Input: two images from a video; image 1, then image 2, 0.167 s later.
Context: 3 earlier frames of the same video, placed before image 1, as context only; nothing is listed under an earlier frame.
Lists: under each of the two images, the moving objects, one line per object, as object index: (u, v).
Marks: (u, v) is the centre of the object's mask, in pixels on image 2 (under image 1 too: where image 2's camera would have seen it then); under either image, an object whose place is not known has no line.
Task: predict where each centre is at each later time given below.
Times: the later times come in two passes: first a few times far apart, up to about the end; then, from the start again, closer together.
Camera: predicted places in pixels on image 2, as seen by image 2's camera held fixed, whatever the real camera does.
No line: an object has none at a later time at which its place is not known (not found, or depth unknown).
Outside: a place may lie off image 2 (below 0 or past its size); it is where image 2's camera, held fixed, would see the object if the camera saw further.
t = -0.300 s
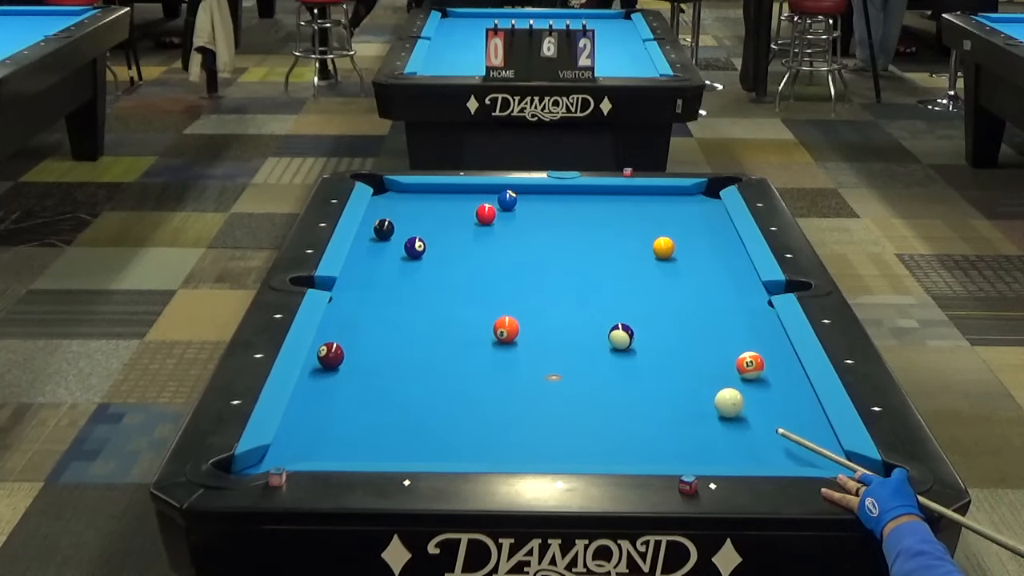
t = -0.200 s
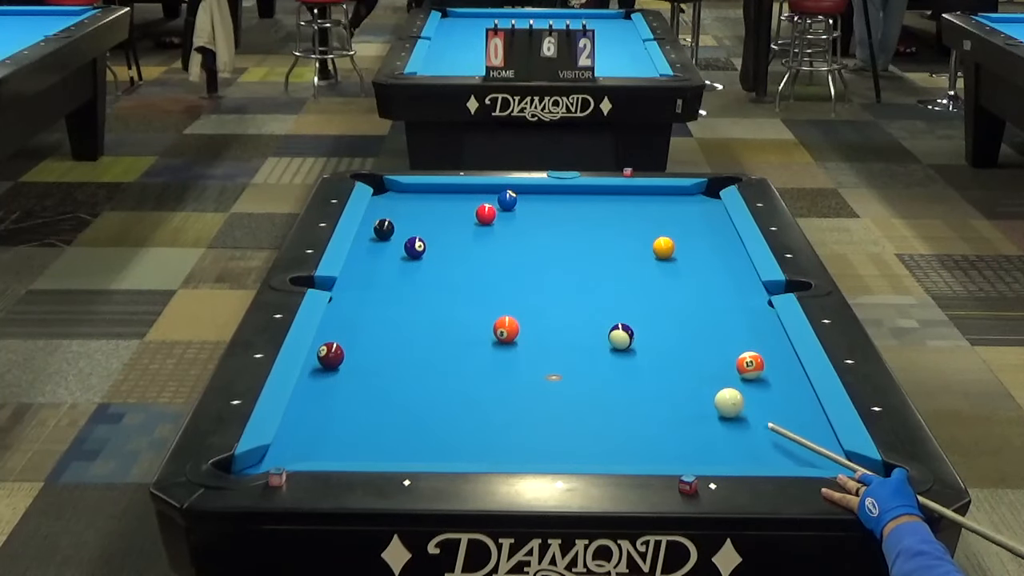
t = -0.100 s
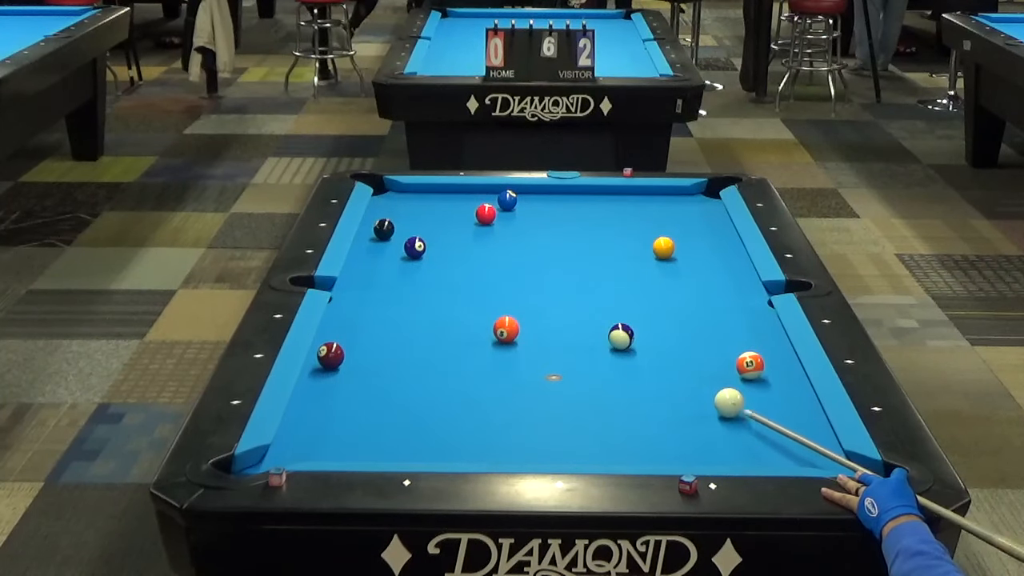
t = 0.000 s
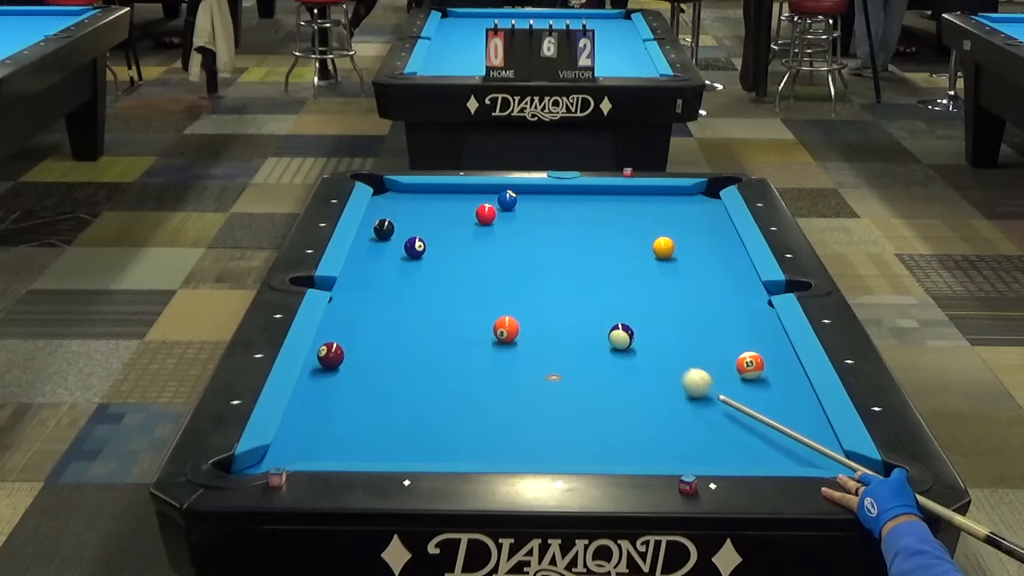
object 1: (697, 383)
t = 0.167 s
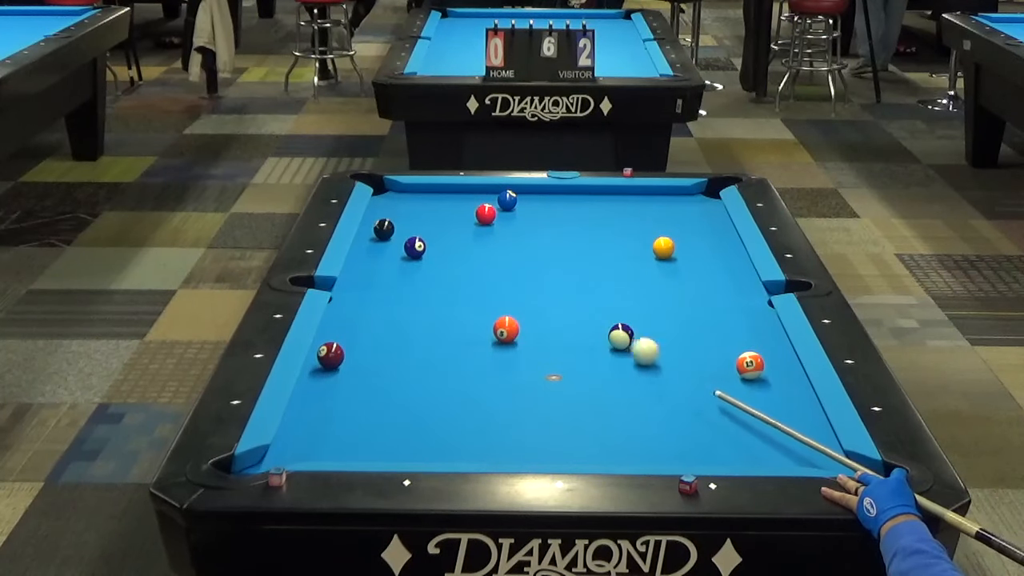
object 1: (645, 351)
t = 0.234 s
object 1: (633, 344)
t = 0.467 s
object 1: (618, 338)
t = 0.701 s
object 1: (602, 331)
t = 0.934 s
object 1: (588, 324)
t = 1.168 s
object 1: (575, 318)
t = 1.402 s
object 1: (563, 313)
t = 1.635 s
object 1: (553, 309)
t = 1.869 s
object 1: (544, 305)
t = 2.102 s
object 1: (537, 301)
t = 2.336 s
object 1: (530, 299)
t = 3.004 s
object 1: (518, 294)
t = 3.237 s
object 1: (515, 293)
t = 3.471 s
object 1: (514, 292)
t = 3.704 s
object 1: (513, 292)
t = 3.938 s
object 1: (513, 292)
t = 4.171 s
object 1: (513, 292)
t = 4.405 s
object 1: (513, 292)
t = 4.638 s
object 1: (513, 292)
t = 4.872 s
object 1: (513, 292)
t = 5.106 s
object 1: (513, 292)
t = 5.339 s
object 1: (513, 292)
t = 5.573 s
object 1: (513, 292)
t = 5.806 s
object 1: (513, 292)
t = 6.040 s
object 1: (513, 292)
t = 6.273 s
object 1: (513, 292)
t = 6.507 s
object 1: (513, 292)
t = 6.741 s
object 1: (513, 292)
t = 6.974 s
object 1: (513, 292)
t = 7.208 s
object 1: (513, 292)
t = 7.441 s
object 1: (513, 292)
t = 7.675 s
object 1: (513, 292)
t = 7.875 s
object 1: (513, 292)
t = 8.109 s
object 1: (513, 292)
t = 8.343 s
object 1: (513, 292)
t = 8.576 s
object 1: (513, 292)
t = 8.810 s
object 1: (513, 292)
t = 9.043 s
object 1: (513, 292)
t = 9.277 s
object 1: (513, 292)
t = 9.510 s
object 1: (513, 292)
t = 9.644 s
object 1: (513, 292)
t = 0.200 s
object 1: (636, 346)
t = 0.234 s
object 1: (633, 344)
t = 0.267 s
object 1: (632, 344)
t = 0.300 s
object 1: (629, 343)
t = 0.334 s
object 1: (628, 342)
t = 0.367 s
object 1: (625, 341)
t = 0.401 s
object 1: (623, 340)
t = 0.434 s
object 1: (620, 339)
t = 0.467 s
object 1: (618, 338)
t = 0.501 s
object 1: (616, 337)
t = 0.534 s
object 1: (613, 336)
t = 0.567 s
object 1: (611, 335)
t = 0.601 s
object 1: (609, 334)
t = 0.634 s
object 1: (607, 333)
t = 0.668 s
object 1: (604, 332)
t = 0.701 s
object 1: (602, 331)
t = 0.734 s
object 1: (600, 330)
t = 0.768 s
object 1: (598, 328)
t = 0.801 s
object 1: (596, 328)
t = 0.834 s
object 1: (594, 327)
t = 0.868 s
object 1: (592, 326)
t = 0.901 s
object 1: (590, 325)
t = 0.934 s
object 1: (588, 324)
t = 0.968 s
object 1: (586, 323)
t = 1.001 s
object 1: (584, 322)
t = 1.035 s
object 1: (582, 321)
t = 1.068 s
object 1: (580, 321)
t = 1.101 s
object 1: (579, 320)
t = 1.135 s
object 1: (577, 319)
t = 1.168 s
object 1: (575, 318)
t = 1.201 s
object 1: (573, 317)
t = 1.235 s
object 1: (572, 317)
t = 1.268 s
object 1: (570, 316)
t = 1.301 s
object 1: (568, 315)
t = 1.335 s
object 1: (567, 315)
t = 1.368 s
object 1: (565, 314)
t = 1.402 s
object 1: (563, 313)
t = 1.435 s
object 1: (562, 312)
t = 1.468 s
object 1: (560, 312)
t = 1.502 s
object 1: (559, 311)
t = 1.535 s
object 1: (558, 311)
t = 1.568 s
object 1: (556, 310)
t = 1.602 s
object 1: (555, 309)
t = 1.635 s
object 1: (553, 309)
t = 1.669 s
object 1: (552, 308)
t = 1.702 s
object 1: (551, 307)
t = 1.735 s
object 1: (549, 307)
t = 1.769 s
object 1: (548, 306)
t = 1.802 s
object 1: (547, 306)
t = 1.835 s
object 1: (546, 305)
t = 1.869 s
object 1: (544, 305)
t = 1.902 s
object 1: (543, 304)
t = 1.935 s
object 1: (542, 304)
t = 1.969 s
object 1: (541, 303)
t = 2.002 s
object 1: (538, 304)
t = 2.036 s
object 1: (539, 301)
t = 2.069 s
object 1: (538, 301)
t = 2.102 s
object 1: (537, 301)
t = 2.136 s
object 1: (536, 301)
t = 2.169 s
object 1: (534, 301)
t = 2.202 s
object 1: (534, 301)
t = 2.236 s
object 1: (532, 300)
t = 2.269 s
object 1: (531, 300)
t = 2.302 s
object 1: (531, 299)
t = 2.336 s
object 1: (530, 299)
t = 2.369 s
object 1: (529, 298)
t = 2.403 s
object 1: (528, 298)
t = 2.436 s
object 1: (527, 298)
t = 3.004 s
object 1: (518, 294)
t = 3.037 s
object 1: (517, 293)
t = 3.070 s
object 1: (516, 293)
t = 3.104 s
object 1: (516, 293)
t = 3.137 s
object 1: (516, 293)
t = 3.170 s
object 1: (516, 293)
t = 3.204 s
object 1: (515, 293)
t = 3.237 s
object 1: (515, 293)
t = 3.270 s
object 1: (515, 293)
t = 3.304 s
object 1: (515, 292)
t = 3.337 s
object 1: (514, 292)
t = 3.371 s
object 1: (514, 292)
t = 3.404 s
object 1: (514, 292)
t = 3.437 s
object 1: (514, 292)
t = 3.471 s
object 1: (514, 292)
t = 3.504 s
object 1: (514, 292)
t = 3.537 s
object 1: (514, 292)
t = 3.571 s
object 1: (513, 292)
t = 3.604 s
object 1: (513, 292)
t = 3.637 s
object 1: (513, 292)
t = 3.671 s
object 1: (513, 292)
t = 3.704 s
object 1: (513, 292)
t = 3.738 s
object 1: (513, 292)
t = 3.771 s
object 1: (513, 292)
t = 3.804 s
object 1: (513, 292)
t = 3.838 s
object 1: (513, 292)
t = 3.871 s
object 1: (513, 292)
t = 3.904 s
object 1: (513, 292)
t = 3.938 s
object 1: (513, 292)
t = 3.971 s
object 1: (513, 292)
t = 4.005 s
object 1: (513, 292)
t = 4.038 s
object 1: (513, 292)
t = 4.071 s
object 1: (513, 292)
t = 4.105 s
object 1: (513, 292)
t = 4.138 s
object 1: (513, 292)
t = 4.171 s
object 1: (513, 292)
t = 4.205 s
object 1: (513, 292)
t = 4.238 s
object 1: (513, 292)
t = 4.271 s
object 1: (513, 292)
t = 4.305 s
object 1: (513, 292)
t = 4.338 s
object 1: (513, 292)
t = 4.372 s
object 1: (513, 292)
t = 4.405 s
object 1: (513, 292)
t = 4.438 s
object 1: (513, 292)
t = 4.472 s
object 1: (513, 292)
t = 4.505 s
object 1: (513, 292)
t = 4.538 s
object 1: (513, 292)
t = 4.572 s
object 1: (513, 292)
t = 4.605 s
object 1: (513, 292)
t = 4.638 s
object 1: (513, 292)
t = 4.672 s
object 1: (513, 292)
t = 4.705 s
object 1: (513, 292)
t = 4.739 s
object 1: (513, 292)
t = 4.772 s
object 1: (513, 292)
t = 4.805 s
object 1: (513, 292)
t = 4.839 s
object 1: (513, 292)
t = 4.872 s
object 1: (513, 292)
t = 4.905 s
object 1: (513, 292)
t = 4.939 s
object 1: (513, 292)
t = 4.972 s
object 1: (513, 292)
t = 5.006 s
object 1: (513, 292)
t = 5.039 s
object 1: (513, 292)
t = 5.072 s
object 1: (513, 292)
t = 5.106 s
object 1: (513, 292)
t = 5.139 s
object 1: (513, 292)
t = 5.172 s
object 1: (513, 292)
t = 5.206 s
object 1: (513, 292)
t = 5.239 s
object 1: (513, 292)
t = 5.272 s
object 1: (513, 292)
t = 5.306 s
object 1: (513, 292)
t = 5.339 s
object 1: (513, 292)
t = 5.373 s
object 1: (513, 292)
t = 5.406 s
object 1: (513, 292)
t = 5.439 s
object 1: (513, 292)
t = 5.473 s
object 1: (513, 292)
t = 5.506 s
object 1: (513, 292)
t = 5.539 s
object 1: (513, 292)
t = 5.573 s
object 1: (513, 292)
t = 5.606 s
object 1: (513, 292)
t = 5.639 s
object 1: (513, 292)
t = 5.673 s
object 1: (513, 292)
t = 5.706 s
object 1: (513, 292)
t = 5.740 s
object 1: (513, 292)
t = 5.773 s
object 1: (513, 292)
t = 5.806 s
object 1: (513, 292)
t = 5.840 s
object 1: (513, 292)
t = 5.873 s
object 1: (513, 292)
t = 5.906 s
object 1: (513, 292)
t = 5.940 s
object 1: (513, 292)
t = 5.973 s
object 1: (513, 292)
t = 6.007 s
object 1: (513, 292)
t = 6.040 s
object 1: (513, 292)
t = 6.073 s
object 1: (513, 292)
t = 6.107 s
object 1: (513, 292)
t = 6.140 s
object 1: (513, 292)
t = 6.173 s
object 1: (513, 292)
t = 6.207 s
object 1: (513, 292)
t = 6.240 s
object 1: (513, 292)
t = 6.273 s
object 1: (513, 292)
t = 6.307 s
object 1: (513, 292)
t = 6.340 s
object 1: (513, 292)
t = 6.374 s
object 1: (513, 292)
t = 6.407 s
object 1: (513, 292)
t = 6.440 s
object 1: (513, 292)
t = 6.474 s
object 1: (513, 292)
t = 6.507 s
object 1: (513, 292)
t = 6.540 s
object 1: (513, 292)
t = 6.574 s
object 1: (513, 292)
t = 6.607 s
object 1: (513, 292)
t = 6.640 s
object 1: (513, 292)
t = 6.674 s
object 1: (513, 292)
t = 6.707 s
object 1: (513, 292)
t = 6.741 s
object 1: (513, 292)
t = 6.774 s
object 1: (513, 292)
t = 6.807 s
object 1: (513, 292)
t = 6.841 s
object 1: (513, 292)
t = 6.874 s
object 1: (513, 292)
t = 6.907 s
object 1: (513, 292)
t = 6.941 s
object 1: (513, 292)
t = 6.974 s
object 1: (513, 292)
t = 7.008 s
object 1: (513, 292)
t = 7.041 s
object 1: (513, 292)
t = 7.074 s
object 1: (513, 292)
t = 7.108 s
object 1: (513, 292)
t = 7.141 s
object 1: (513, 292)
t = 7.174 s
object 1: (513, 292)
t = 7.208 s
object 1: (513, 292)
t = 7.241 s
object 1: (513, 292)
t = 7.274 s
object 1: (513, 292)
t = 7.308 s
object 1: (513, 292)
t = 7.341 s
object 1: (513, 292)
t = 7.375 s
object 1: (513, 292)
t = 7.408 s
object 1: (513, 292)
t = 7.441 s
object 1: (513, 292)
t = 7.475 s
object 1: (513, 292)
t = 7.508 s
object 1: (513, 292)
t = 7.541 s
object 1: (513, 292)
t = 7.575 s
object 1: (513, 292)
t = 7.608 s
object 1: (513, 292)
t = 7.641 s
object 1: (513, 292)
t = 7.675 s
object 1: (513, 292)
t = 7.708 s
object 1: (513, 292)
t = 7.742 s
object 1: (513, 292)
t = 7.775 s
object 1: (513, 292)
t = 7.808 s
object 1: (513, 292)
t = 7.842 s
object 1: (513, 292)
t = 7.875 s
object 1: (513, 292)
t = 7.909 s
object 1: (513, 292)
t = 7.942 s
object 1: (513, 292)
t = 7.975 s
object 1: (513, 292)
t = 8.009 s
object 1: (513, 292)
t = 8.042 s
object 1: (513, 292)
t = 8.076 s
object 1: (513, 292)
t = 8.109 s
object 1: (513, 292)
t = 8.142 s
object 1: (513, 292)
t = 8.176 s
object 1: (513, 292)
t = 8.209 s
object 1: (513, 292)
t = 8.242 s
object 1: (513, 292)
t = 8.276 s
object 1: (513, 292)
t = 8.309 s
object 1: (513, 292)
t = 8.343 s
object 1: (513, 292)
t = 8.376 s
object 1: (513, 292)
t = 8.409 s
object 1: (513, 292)
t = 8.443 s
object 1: (513, 292)
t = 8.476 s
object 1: (513, 292)
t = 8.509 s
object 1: (513, 292)
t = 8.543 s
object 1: (513, 292)
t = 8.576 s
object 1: (513, 292)
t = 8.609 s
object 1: (513, 292)
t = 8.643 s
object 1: (513, 292)
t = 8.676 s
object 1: (513, 292)
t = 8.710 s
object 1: (513, 292)
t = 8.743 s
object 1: (513, 292)
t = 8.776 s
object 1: (513, 292)
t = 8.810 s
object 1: (513, 292)
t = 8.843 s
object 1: (513, 292)
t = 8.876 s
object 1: (513, 292)
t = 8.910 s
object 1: (513, 292)
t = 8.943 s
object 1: (513, 292)
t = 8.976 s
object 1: (513, 292)
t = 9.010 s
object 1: (513, 292)
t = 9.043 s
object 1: (513, 292)
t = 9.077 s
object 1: (513, 292)
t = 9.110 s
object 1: (513, 292)
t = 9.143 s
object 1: (513, 292)
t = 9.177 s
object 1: (513, 292)
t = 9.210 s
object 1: (513, 292)
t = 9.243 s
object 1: (513, 292)
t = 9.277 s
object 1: (513, 292)
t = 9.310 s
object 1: (513, 292)
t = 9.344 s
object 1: (513, 292)
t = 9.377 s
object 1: (513, 292)
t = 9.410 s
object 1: (513, 292)
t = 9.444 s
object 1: (513, 292)
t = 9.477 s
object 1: (513, 292)
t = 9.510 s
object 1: (513, 292)
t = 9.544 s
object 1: (513, 292)
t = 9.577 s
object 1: (513, 292)
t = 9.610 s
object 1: (513, 292)
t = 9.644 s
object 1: (513, 292)
